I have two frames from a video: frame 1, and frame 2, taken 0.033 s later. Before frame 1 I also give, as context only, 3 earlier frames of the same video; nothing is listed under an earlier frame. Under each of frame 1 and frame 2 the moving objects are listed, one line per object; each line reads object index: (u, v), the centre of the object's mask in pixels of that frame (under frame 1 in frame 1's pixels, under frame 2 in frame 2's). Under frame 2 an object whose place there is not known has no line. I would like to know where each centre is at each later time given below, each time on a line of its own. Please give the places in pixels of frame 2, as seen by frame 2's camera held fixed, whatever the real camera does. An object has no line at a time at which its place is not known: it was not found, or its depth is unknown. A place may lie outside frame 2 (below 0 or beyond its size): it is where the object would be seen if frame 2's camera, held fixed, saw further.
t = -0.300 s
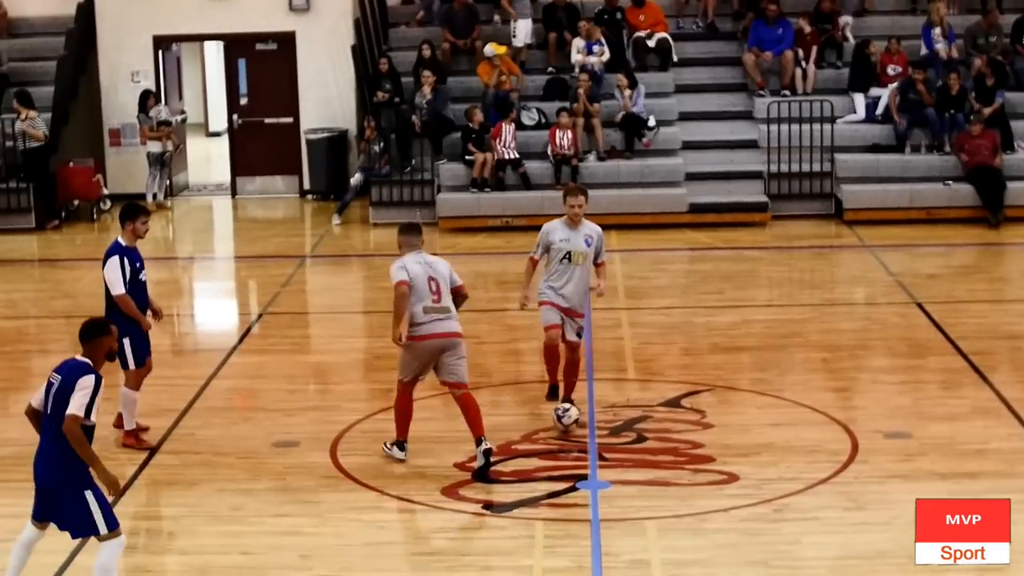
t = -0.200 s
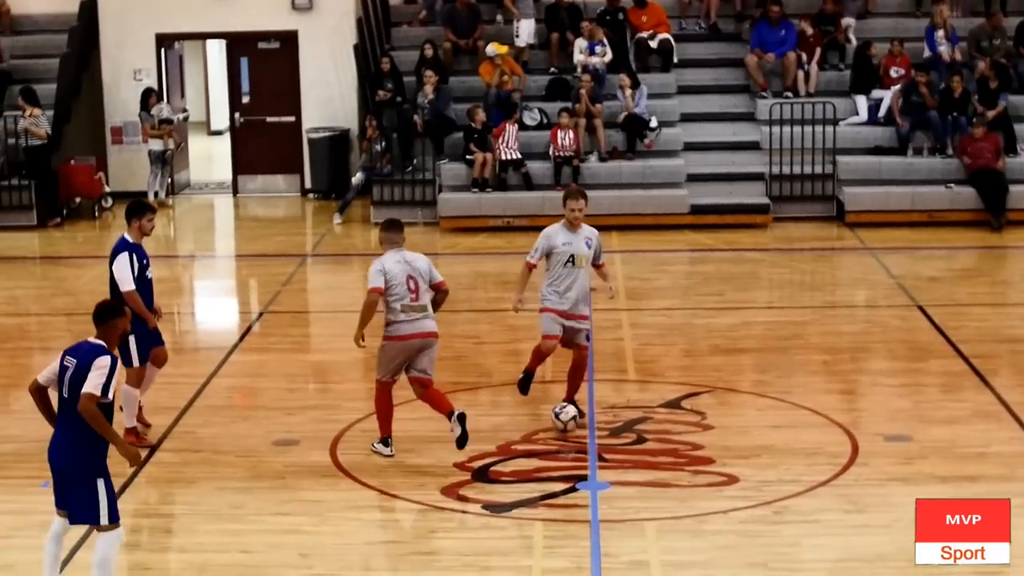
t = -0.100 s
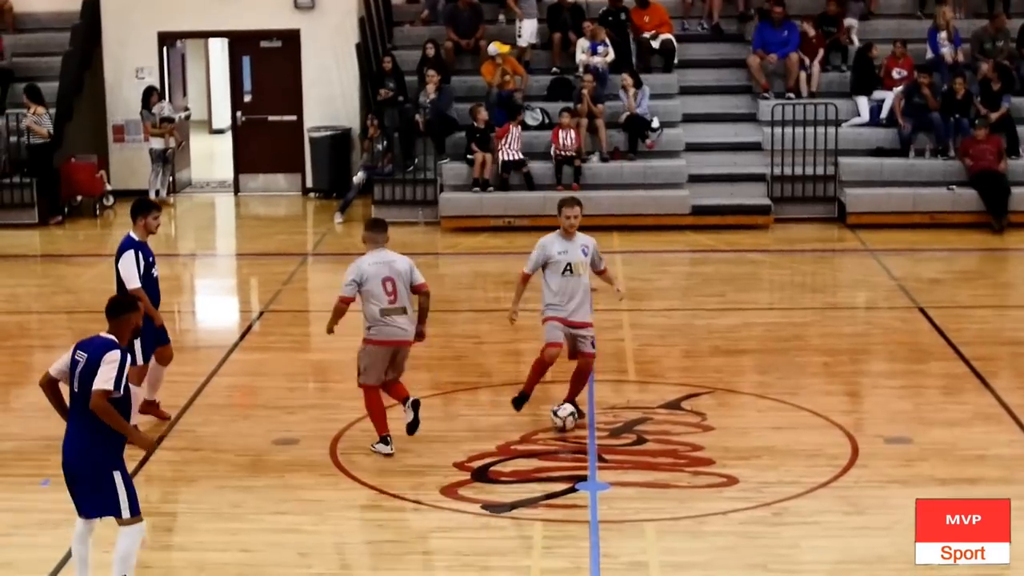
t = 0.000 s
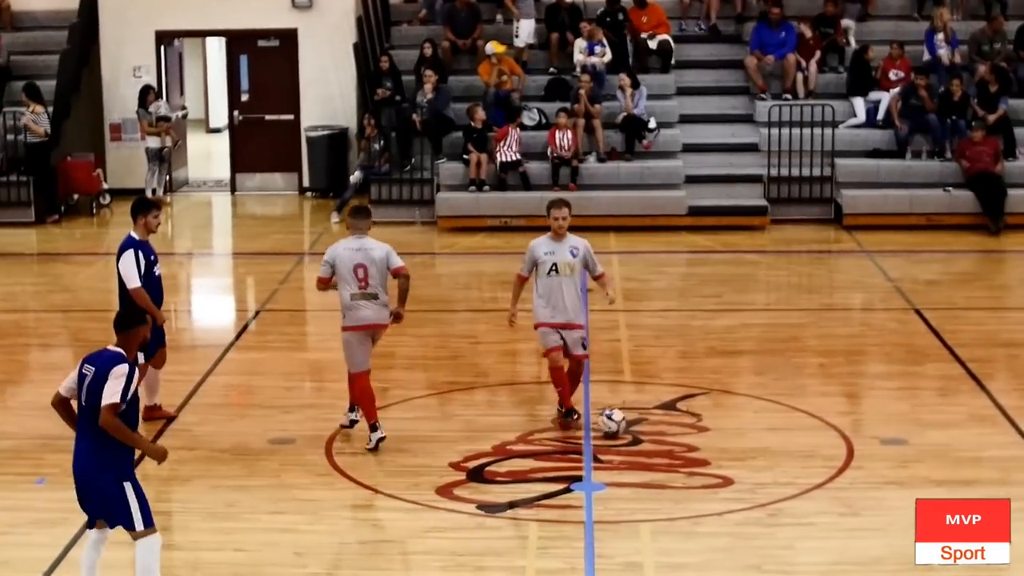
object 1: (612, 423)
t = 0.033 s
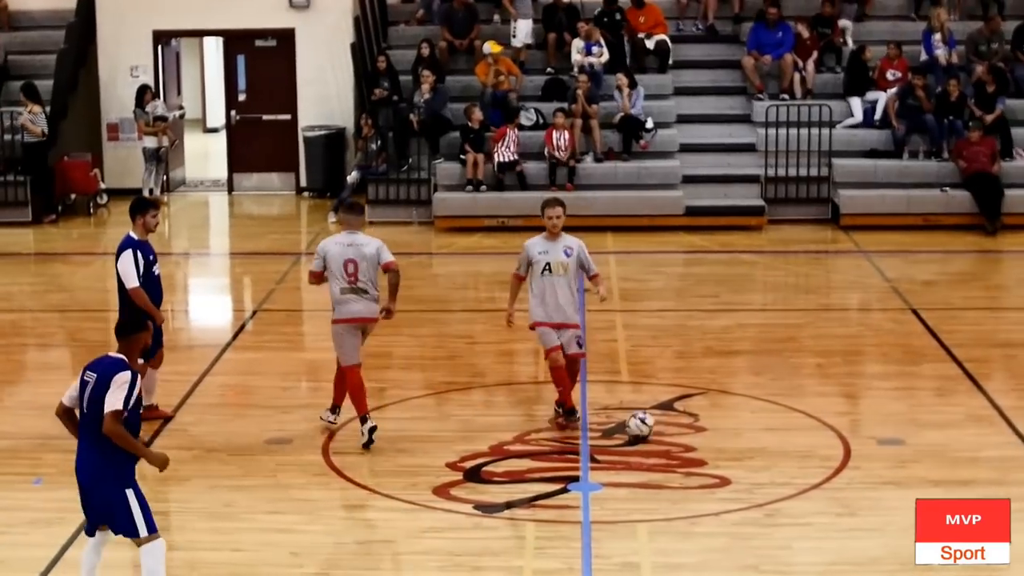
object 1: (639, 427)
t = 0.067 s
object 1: (673, 430)
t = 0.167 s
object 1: (775, 440)
